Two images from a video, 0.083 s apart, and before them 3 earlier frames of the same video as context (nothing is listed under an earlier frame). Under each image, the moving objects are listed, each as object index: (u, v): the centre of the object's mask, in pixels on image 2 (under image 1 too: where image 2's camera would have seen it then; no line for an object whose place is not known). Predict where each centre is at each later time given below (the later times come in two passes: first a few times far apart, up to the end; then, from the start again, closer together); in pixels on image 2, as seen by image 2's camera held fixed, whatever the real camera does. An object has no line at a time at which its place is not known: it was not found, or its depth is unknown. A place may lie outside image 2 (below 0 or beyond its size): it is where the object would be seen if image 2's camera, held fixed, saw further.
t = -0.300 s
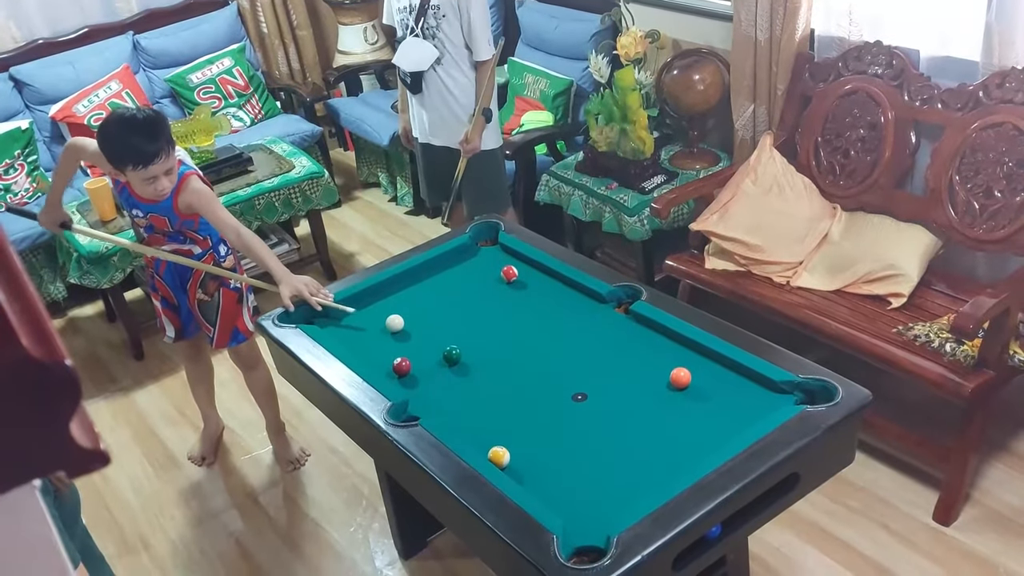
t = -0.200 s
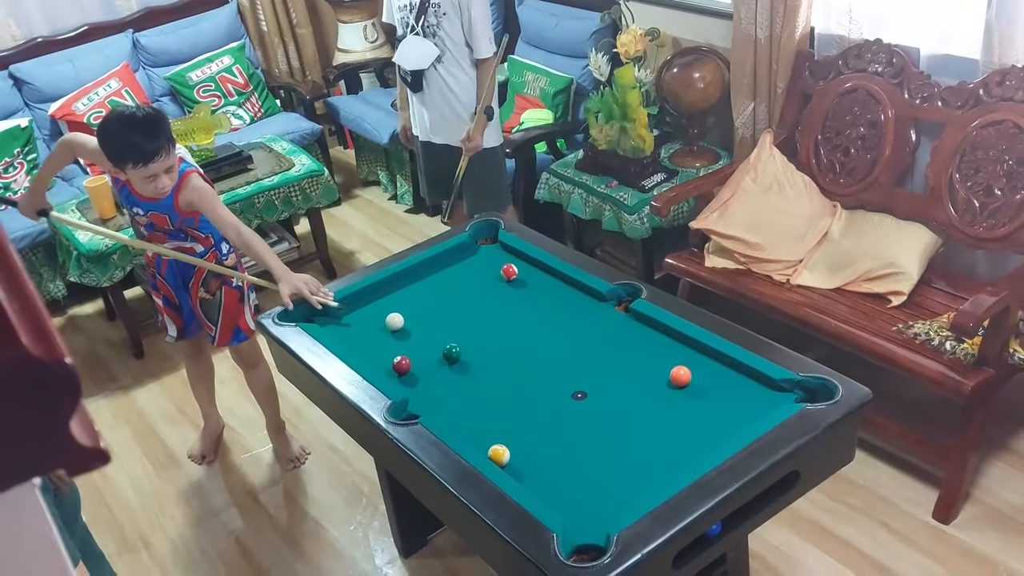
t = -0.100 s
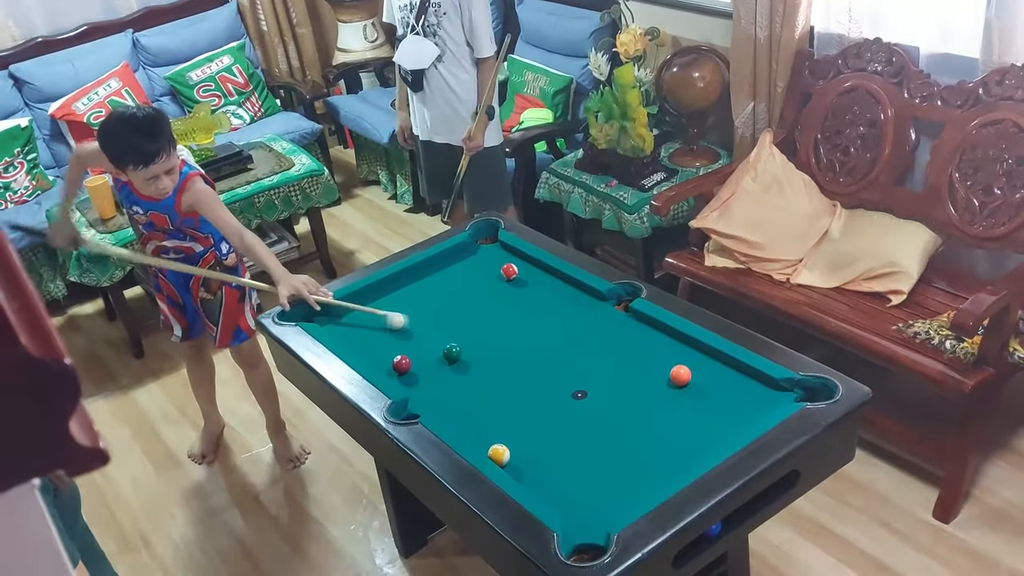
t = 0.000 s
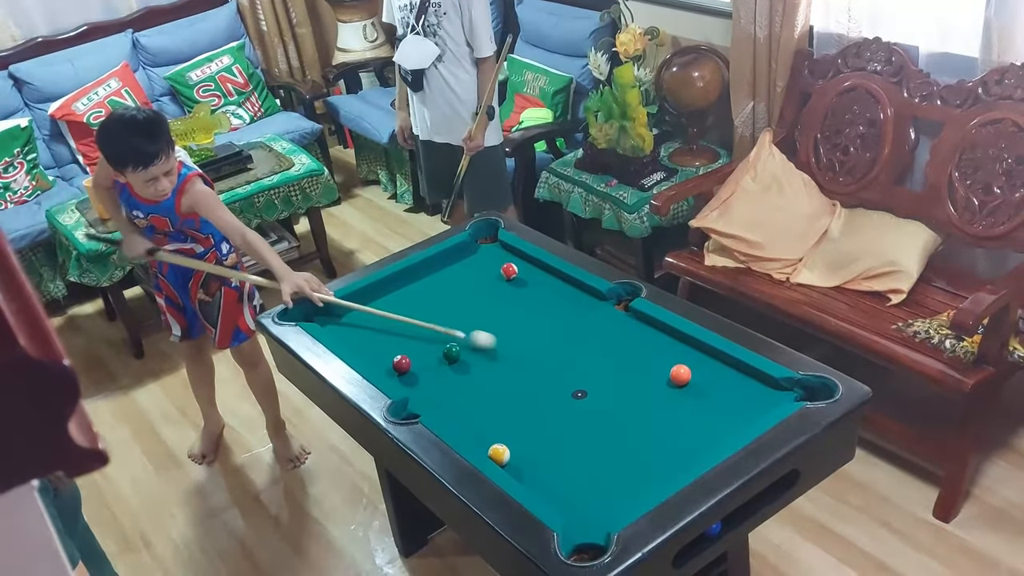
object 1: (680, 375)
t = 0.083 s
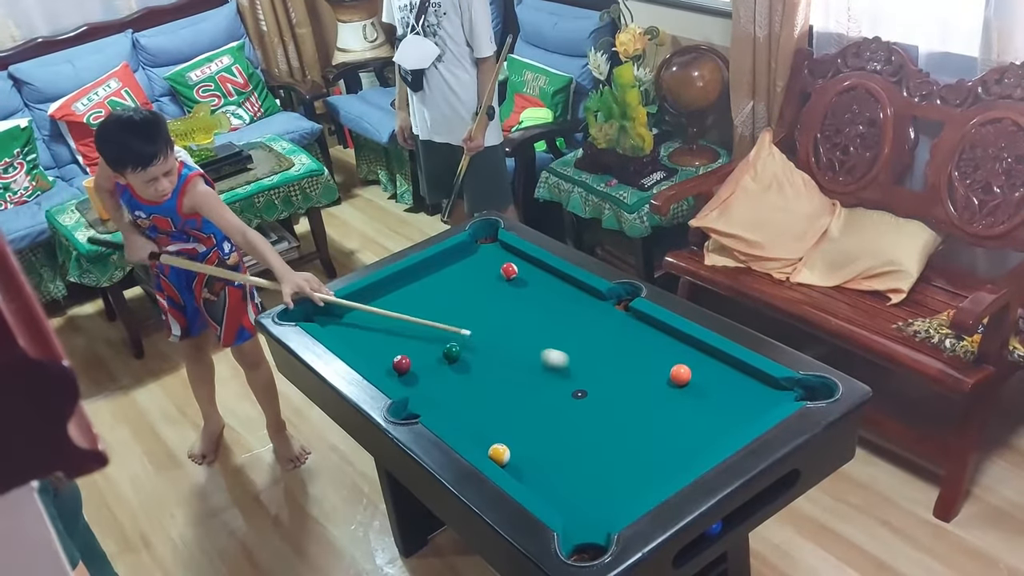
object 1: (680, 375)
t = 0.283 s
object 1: (680, 375)
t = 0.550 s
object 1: (656, 383)
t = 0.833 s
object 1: (594, 404)
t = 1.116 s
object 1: (533, 423)
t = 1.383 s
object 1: (479, 440)
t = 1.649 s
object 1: (489, 425)
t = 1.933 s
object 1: (501, 409)
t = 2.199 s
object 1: (509, 396)
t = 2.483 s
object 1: (516, 385)
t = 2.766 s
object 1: (522, 376)
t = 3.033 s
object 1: (526, 369)
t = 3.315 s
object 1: (530, 364)
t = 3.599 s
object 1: (532, 361)
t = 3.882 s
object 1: (533, 360)
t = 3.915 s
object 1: (533, 360)
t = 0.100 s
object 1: (680, 375)
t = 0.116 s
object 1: (680, 375)
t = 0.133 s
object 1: (680, 375)
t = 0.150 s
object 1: (680, 375)
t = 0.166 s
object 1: (680, 375)
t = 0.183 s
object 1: (680, 375)
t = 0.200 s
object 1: (681, 374)
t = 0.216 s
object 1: (681, 372)
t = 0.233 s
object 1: (680, 374)
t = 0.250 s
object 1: (680, 375)
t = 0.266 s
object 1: (680, 375)
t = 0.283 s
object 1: (680, 375)
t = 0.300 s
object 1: (680, 375)
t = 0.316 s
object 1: (680, 375)
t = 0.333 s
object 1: (680, 375)
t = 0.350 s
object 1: (680, 375)
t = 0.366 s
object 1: (680, 375)
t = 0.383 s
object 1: (680, 375)
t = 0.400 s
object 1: (680, 375)
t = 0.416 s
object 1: (680, 375)
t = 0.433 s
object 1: (680, 375)
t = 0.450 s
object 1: (680, 375)
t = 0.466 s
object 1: (679, 375)
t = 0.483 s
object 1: (674, 377)
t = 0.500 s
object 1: (669, 378)
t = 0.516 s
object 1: (665, 380)
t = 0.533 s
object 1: (660, 382)
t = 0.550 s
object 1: (656, 383)
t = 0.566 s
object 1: (653, 384)
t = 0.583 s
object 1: (649, 386)
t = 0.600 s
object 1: (645, 387)
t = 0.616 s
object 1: (641, 388)
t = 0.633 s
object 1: (637, 390)
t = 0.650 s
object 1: (634, 391)
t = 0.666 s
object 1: (630, 392)
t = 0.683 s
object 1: (627, 393)
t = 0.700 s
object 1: (623, 394)
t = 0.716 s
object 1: (619, 396)
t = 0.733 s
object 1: (616, 397)
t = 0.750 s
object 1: (612, 398)
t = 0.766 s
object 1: (608, 399)
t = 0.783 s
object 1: (605, 400)
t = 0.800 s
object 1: (601, 401)
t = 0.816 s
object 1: (597, 403)
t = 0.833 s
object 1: (594, 404)
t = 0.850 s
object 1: (590, 405)
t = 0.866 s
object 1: (587, 406)
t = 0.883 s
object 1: (583, 407)
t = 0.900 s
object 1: (579, 409)
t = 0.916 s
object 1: (576, 410)
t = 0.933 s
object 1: (572, 411)
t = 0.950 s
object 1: (569, 412)
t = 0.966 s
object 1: (565, 413)
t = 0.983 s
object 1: (561, 414)
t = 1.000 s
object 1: (558, 415)
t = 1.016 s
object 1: (554, 416)
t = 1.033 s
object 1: (551, 418)
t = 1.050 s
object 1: (547, 419)
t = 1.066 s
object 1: (544, 420)
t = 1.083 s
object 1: (540, 421)
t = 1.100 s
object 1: (537, 422)
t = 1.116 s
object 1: (533, 423)
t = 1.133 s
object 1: (529, 424)
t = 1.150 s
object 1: (526, 426)
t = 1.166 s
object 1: (523, 427)
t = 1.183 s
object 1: (519, 428)
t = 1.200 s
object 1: (516, 429)
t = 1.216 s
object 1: (512, 430)
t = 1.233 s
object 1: (509, 431)
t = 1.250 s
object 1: (505, 432)
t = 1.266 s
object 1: (502, 433)
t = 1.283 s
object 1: (499, 433)
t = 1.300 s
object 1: (495, 434)
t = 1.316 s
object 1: (492, 435)
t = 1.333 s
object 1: (488, 437)
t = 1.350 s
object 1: (485, 438)
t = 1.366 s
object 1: (482, 439)
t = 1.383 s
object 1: (479, 440)
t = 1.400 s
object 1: (478, 439)
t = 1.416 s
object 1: (479, 438)
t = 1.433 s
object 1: (479, 438)
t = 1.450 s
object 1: (480, 437)
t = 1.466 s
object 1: (481, 436)
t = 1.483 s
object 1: (481, 436)
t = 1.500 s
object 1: (482, 435)
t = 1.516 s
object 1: (482, 434)
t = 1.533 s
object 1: (483, 433)
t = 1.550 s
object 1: (484, 432)
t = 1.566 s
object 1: (485, 430)
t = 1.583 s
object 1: (486, 429)
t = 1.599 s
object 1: (487, 428)
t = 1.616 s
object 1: (488, 427)
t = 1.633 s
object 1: (488, 426)
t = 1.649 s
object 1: (489, 425)
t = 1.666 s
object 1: (490, 424)
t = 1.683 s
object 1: (491, 423)
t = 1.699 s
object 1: (491, 422)
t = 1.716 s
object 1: (492, 421)
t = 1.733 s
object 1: (493, 420)
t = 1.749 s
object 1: (493, 419)
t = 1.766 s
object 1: (494, 418)
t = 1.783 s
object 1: (495, 417)
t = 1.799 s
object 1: (495, 416)
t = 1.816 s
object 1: (496, 415)
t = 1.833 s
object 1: (497, 414)
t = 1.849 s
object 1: (497, 414)
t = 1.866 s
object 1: (498, 413)
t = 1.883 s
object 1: (498, 412)
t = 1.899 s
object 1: (499, 411)
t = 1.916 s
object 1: (500, 410)
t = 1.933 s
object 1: (501, 409)
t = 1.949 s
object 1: (501, 409)
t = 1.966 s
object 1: (501, 408)
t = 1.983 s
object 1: (502, 407)
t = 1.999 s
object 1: (503, 406)
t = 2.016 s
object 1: (503, 405)
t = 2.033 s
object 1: (503, 405)
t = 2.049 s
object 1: (504, 404)
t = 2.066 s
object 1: (505, 403)
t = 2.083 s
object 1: (505, 402)
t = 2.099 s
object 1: (506, 402)
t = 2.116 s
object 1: (506, 400)
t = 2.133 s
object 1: (507, 400)
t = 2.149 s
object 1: (507, 399)
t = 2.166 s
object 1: (508, 398)
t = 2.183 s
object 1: (509, 397)
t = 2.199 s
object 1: (509, 396)
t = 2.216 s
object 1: (509, 396)
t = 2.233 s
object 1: (510, 395)
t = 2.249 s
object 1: (510, 394)
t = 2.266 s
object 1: (510, 394)
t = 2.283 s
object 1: (511, 393)
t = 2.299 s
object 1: (511, 392)
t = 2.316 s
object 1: (512, 392)
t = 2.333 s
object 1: (513, 390)
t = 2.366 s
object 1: (513, 390)
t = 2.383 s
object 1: (514, 389)
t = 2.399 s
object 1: (514, 388)
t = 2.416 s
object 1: (514, 388)
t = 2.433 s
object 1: (515, 387)
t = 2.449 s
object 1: (515, 387)
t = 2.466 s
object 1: (516, 386)
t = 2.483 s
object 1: (516, 385)
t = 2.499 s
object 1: (517, 385)
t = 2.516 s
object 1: (517, 384)
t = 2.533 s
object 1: (517, 384)
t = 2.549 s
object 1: (518, 383)
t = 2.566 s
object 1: (518, 383)
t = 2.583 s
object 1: (518, 382)
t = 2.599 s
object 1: (519, 381)
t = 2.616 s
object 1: (519, 381)
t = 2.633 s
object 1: (519, 380)
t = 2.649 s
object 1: (520, 380)
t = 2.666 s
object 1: (520, 379)
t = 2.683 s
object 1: (520, 378)
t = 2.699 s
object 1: (520, 378)
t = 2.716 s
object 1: (520, 377)
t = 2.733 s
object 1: (521, 377)
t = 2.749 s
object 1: (521, 376)
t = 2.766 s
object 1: (522, 376)
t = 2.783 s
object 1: (522, 375)
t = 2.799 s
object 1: (522, 375)
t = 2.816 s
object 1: (522, 374)
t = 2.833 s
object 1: (523, 374)
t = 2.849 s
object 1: (523, 373)
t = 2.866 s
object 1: (523, 373)
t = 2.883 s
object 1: (523, 373)
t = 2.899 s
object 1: (524, 372)
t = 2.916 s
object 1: (524, 372)
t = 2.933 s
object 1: (524, 372)
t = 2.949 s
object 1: (525, 371)
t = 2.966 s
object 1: (525, 371)
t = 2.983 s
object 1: (525, 371)
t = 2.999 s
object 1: (525, 370)
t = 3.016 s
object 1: (526, 370)
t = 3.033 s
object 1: (526, 369)
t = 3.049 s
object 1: (527, 369)
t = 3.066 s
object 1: (527, 368)
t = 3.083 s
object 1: (527, 368)
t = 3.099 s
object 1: (528, 368)
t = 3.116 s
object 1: (528, 368)
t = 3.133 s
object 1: (528, 367)
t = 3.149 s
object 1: (528, 367)
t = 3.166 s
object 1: (528, 366)
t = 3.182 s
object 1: (528, 366)
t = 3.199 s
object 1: (528, 366)
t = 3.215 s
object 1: (528, 365)
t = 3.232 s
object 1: (529, 365)
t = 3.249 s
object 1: (529, 365)
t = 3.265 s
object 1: (529, 365)
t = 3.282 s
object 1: (529, 364)
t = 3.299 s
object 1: (530, 364)
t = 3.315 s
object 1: (530, 364)
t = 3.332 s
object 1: (530, 364)
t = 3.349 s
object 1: (530, 364)
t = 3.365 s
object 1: (530, 363)
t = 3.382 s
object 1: (531, 363)
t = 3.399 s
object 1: (531, 363)
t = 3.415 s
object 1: (531, 363)
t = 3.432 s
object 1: (531, 363)
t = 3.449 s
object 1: (531, 362)
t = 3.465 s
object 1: (531, 362)
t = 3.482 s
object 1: (531, 362)
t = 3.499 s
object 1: (531, 362)
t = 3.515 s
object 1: (531, 362)
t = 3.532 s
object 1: (531, 362)
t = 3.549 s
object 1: (531, 362)
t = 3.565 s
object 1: (532, 361)
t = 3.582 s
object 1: (532, 361)
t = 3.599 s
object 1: (532, 361)
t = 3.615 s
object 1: (532, 361)
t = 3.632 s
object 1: (532, 361)
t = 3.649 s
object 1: (532, 361)
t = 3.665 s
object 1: (532, 361)
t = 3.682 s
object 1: (532, 360)
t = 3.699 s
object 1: (532, 360)
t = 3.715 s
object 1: (532, 360)
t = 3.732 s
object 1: (532, 360)
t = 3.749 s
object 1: (533, 360)
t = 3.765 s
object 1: (533, 360)
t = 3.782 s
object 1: (533, 360)
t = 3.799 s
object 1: (533, 360)
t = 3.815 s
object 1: (533, 360)
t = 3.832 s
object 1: (533, 360)
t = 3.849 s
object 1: (533, 360)
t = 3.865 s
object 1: (533, 360)
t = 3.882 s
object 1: (533, 360)
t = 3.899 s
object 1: (533, 360)
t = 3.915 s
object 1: (533, 360)
